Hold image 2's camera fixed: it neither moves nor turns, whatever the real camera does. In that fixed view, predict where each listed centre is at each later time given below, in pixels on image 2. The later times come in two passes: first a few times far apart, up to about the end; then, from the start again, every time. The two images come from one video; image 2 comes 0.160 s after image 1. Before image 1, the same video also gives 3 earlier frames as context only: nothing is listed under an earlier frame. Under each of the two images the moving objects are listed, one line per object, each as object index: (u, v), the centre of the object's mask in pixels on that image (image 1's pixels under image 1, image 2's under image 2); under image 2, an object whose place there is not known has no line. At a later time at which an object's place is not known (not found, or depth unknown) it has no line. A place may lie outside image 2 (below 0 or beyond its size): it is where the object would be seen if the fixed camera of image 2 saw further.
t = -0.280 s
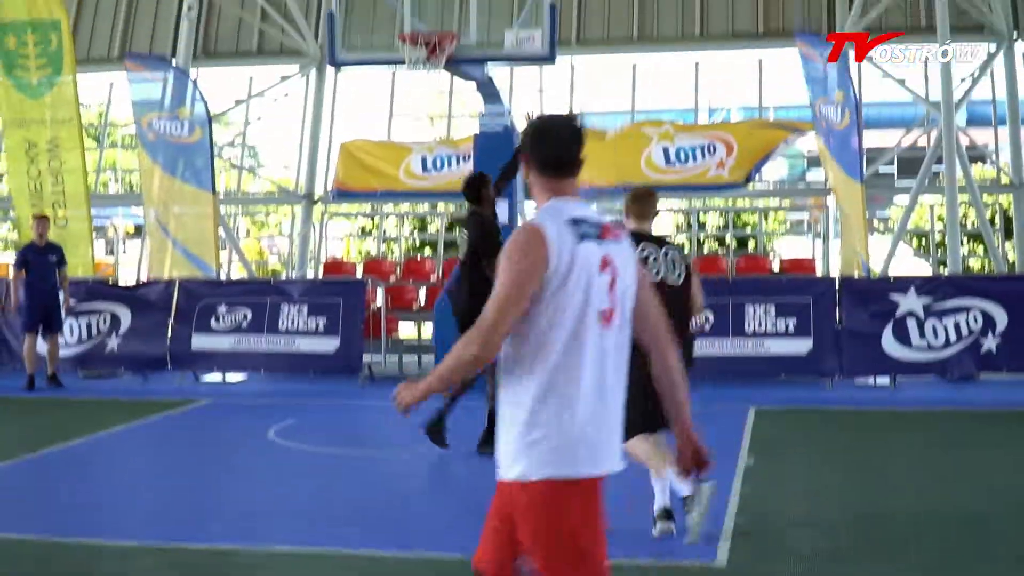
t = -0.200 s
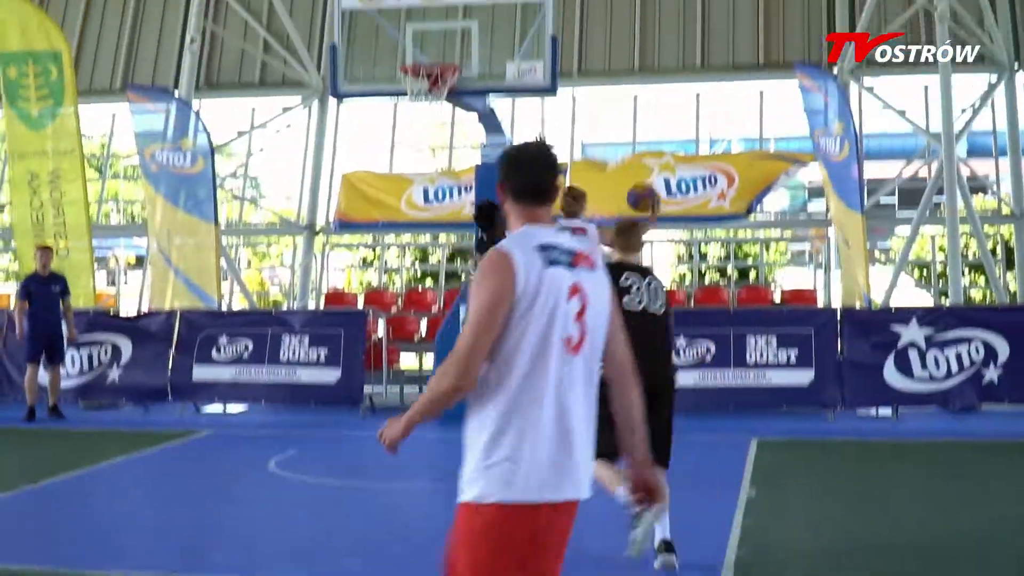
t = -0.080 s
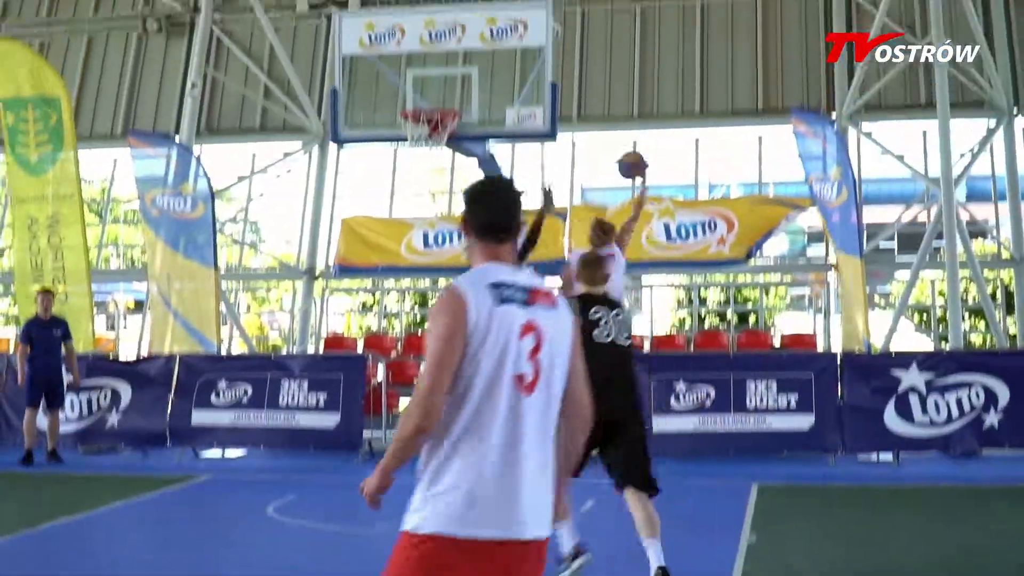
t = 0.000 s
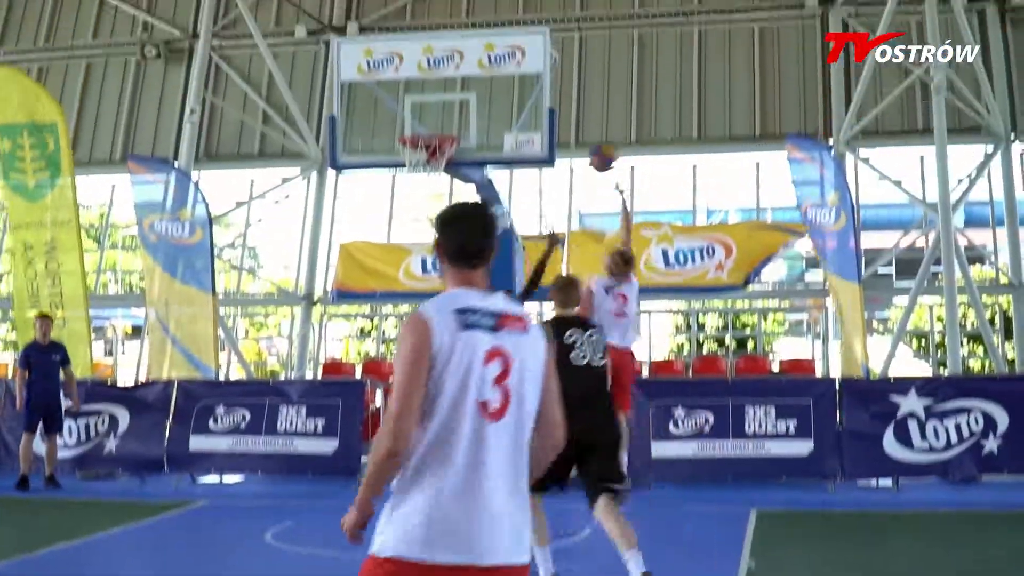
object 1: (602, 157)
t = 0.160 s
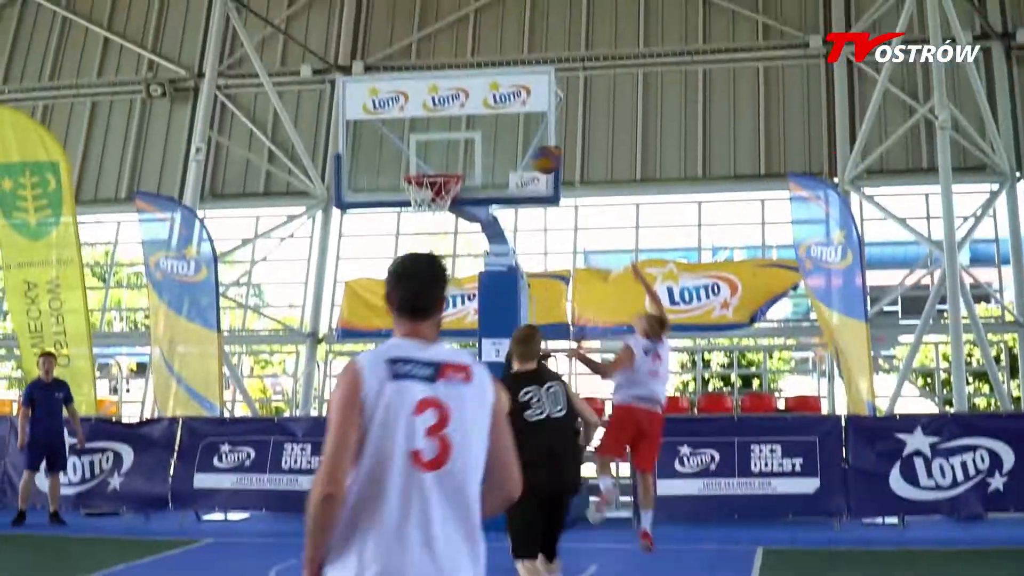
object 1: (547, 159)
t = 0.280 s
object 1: (503, 155)
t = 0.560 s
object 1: (435, 162)
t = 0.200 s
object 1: (532, 156)
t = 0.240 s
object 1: (519, 154)
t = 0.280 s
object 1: (503, 155)
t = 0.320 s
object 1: (489, 156)
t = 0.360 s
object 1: (476, 159)
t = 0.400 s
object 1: (465, 161)
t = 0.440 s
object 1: (454, 165)
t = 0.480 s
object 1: (448, 163)
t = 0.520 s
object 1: (441, 162)
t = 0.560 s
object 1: (435, 162)
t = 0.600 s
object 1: (429, 165)
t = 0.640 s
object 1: (423, 167)
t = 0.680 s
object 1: (422, 168)
